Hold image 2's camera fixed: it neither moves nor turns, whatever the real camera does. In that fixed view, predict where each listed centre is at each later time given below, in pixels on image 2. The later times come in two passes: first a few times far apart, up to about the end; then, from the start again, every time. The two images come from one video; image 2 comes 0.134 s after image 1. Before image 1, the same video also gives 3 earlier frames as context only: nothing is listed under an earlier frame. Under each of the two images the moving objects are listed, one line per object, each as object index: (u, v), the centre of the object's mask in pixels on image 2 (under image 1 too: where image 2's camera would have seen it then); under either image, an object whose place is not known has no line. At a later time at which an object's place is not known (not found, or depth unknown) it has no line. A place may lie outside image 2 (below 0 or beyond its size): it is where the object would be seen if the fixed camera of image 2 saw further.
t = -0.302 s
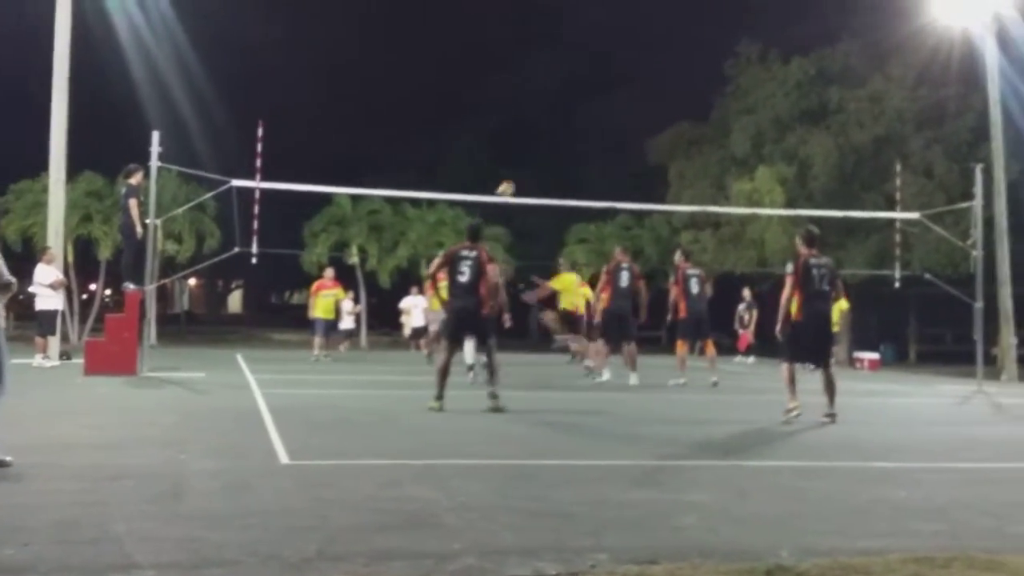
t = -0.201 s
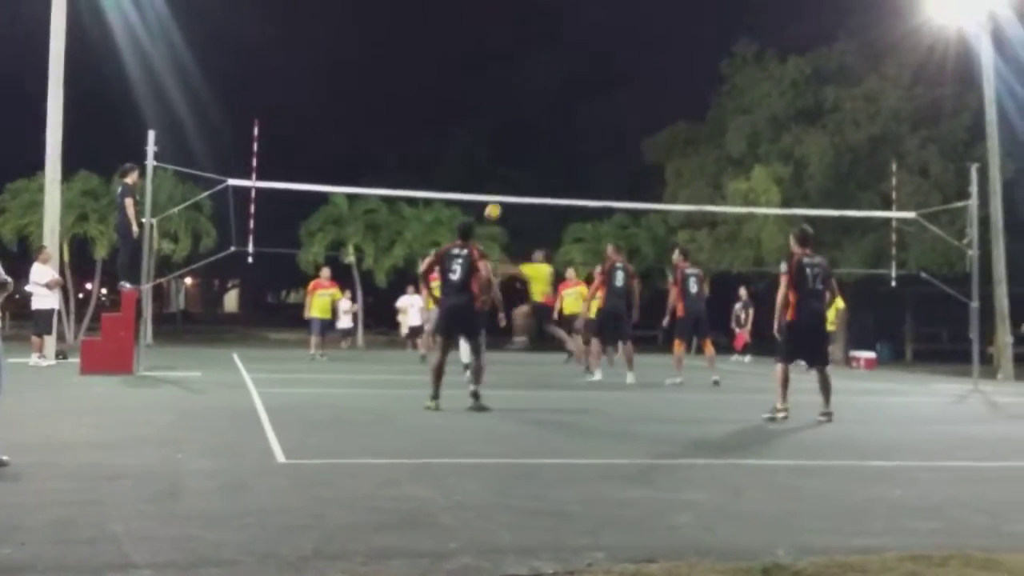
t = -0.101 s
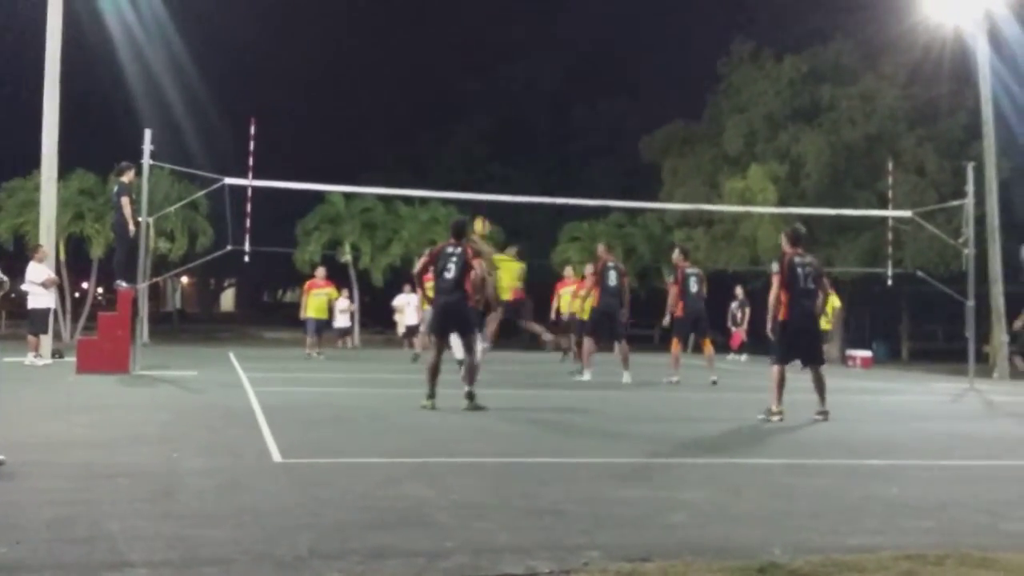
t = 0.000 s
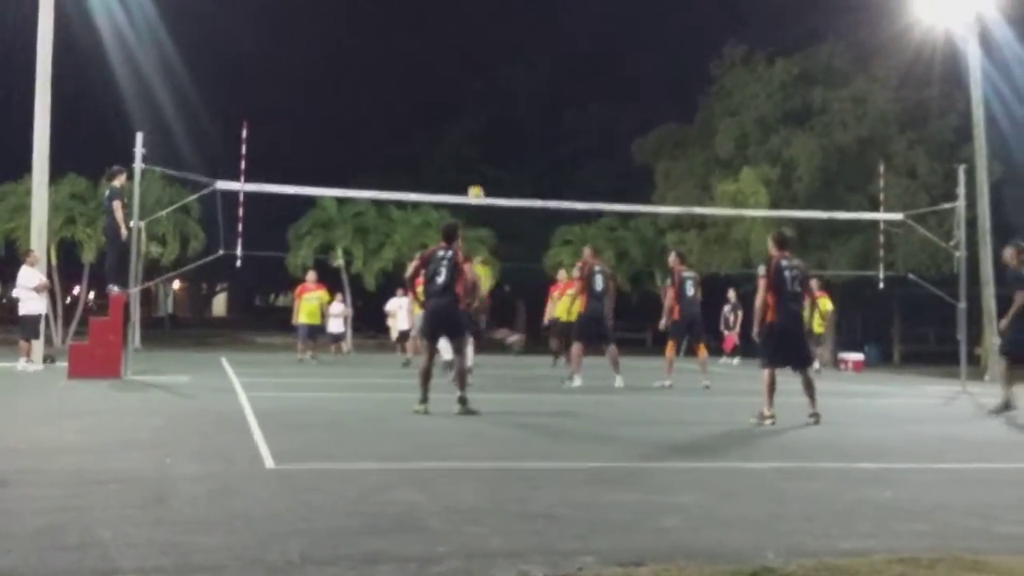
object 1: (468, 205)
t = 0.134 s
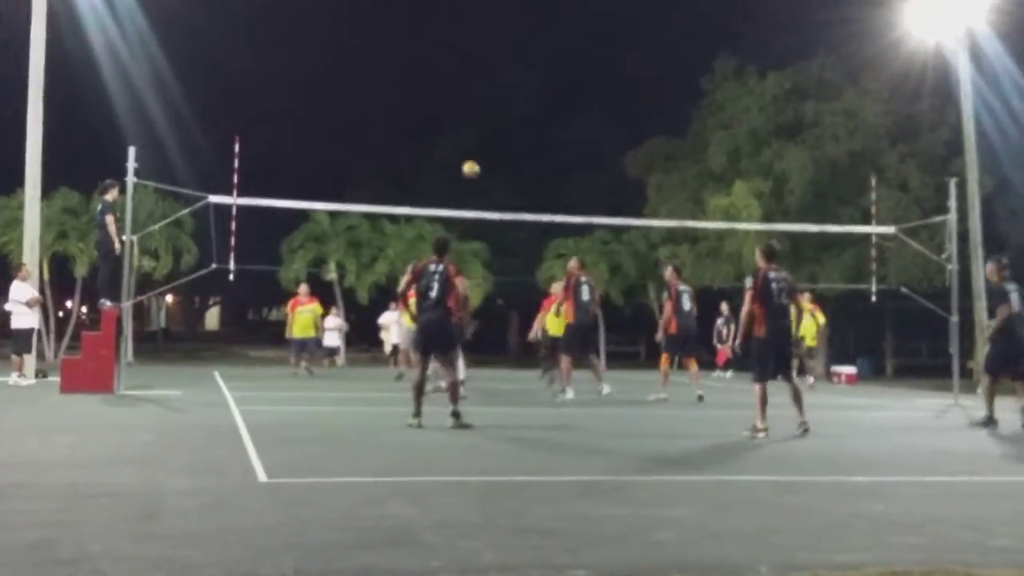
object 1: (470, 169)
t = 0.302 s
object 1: (473, 138)
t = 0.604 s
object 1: (476, 134)
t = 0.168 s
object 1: (471, 161)
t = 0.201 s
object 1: (472, 155)
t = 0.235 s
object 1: (472, 148)
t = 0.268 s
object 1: (473, 143)
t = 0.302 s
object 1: (473, 138)
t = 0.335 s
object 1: (473, 134)
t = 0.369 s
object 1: (474, 131)
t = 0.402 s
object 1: (474, 129)
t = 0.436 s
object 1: (475, 128)
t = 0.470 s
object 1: (476, 128)
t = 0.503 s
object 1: (476, 128)
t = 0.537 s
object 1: (476, 129)
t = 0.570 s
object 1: (476, 131)
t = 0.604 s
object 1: (476, 134)
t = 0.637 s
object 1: (476, 139)
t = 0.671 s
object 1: (476, 144)
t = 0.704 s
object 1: (477, 151)
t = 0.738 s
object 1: (477, 159)
